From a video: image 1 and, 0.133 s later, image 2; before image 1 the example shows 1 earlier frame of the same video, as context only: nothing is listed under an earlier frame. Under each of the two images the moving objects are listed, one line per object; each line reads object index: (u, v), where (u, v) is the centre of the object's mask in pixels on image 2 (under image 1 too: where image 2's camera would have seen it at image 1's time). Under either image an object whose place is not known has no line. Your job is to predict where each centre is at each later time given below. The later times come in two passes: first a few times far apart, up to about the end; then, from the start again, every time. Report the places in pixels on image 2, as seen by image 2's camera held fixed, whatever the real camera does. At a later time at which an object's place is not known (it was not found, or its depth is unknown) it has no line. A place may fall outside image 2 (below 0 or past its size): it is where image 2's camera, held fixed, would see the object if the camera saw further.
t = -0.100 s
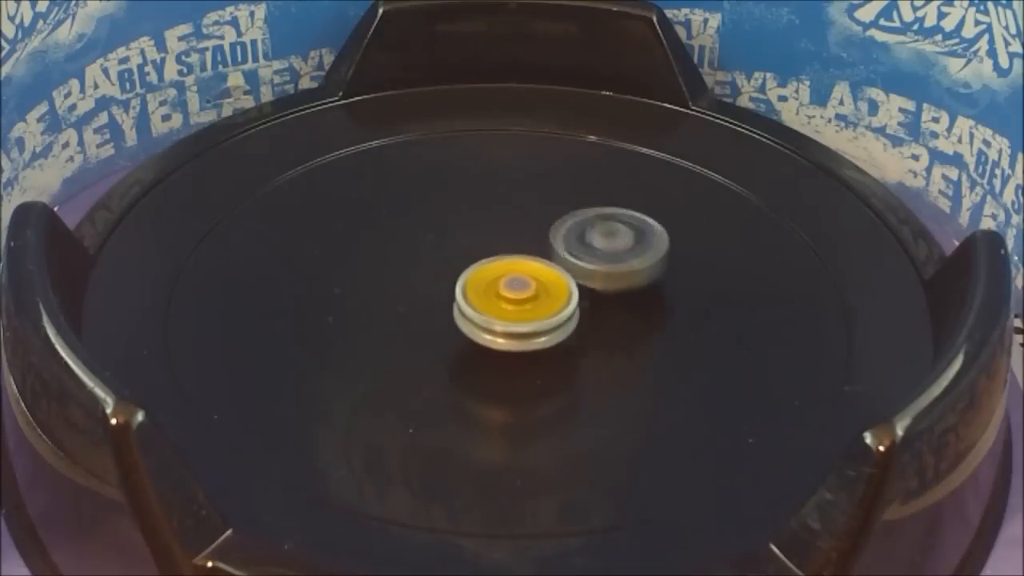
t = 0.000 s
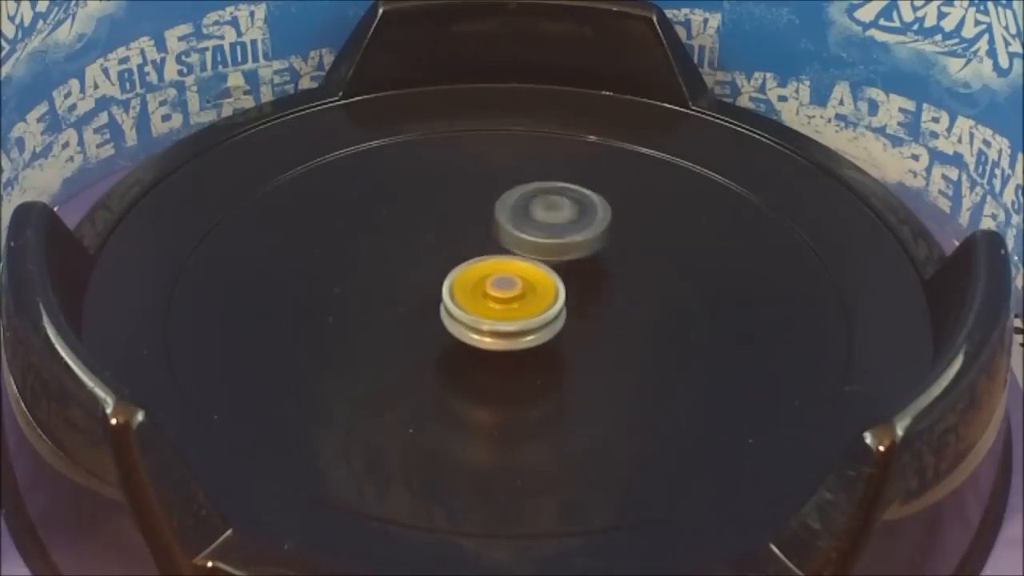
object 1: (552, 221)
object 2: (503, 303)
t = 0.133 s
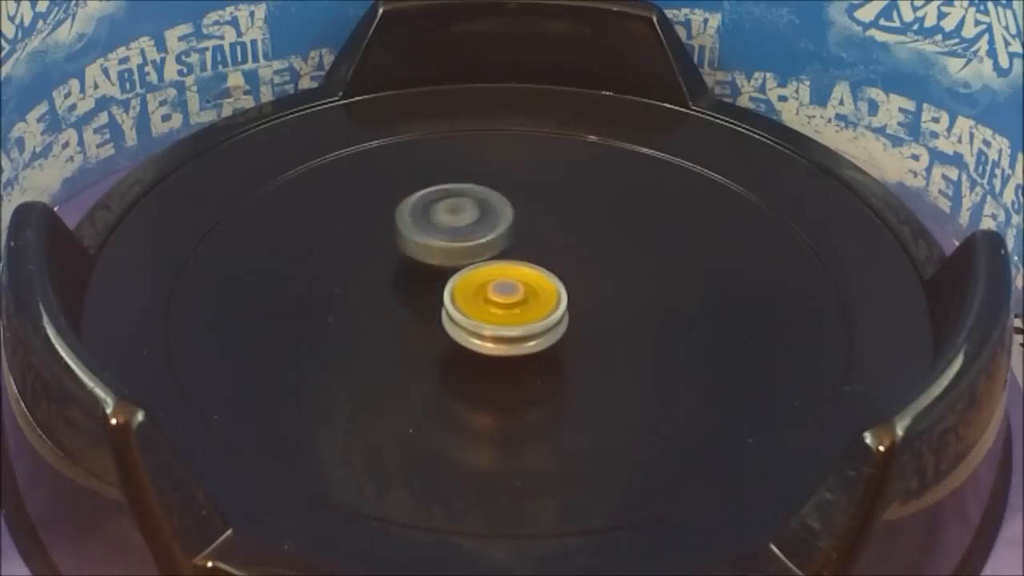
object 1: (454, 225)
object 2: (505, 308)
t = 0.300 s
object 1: (379, 283)
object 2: (508, 301)
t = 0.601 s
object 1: (532, 372)
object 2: (493, 297)
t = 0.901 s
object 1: (614, 265)
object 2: (498, 292)
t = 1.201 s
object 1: (470, 214)
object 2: (474, 324)
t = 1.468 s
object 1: (376, 297)
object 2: (549, 319)
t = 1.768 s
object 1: (538, 353)
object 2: (562, 268)
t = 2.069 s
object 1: (601, 262)
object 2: (465, 260)
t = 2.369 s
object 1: (515, 233)
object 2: (453, 329)
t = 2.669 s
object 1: (479, 246)
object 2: (602, 323)
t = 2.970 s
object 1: (465, 276)
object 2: (591, 255)
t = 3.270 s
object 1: (440, 345)
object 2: (510, 256)
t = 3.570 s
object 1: (607, 350)
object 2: (499, 302)
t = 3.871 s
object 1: (641, 260)
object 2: (458, 305)
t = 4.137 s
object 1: (512, 230)
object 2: (462, 341)
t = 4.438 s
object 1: (447, 284)
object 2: (546, 345)
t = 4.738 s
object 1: (403, 279)
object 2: (573, 289)
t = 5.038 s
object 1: (354, 324)
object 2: (501, 245)
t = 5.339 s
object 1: (431, 396)
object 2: (464, 204)
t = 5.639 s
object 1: (564, 316)
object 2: (481, 256)
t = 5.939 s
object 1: (661, 307)
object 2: (425, 227)
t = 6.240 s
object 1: (574, 261)
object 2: (438, 284)
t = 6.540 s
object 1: (608, 251)
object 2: (515, 326)
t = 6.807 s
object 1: (575, 242)
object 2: (575, 323)
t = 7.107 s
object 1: (538, 242)
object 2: (569, 329)
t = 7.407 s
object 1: (512, 266)
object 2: (560, 359)
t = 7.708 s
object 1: (488, 291)
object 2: (553, 361)
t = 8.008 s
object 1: (491, 276)
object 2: (522, 356)
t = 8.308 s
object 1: (481, 259)
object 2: (503, 368)
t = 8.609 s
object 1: (474, 256)
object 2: (478, 340)
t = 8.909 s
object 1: (504, 247)
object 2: (441, 321)
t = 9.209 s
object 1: (532, 249)
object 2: (421, 306)
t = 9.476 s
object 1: (556, 272)
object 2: (435, 298)
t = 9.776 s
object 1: (576, 286)
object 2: (431, 296)
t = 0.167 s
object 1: (431, 232)
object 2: (507, 308)
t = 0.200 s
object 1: (412, 243)
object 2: (508, 307)
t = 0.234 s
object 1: (396, 254)
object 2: (509, 305)
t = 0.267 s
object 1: (385, 268)
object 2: (509, 304)
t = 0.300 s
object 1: (379, 283)
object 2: (508, 301)
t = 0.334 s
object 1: (378, 299)
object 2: (505, 299)
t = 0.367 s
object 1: (383, 314)
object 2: (502, 298)
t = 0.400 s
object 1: (393, 329)
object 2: (501, 297)
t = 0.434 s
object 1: (406, 343)
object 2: (500, 296)
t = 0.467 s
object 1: (426, 355)
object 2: (499, 295)
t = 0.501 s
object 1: (449, 364)
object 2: (497, 294)
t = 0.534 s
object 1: (475, 371)
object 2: (495, 294)
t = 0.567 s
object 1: (504, 373)
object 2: (493, 295)
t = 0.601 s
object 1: (532, 372)
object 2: (493, 297)
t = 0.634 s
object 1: (558, 367)
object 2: (495, 299)
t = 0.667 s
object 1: (582, 360)
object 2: (498, 300)
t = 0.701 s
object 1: (602, 349)
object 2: (501, 300)
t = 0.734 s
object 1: (617, 337)
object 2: (503, 300)
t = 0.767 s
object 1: (627, 323)
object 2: (503, 299)
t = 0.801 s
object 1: (632, 308)
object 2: (503, 297)
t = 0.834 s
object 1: (631, 293)
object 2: (501, 295)
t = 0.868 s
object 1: (625, 279)
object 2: (500, 293)
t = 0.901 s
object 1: (614, 265)
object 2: (498, 292)
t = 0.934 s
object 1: (608, 251)
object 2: (486, 292)
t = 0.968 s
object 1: (605, 239)
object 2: (475, 295)
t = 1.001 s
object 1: (595, 228)
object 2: (469, 298)
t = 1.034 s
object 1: (580, 220)
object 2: (464, 303)
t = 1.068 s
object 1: (561, 213)
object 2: (461, 308)
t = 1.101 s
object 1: (539, 209)
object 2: (460, 313)
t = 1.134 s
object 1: (516, 208)
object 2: (463, 318)
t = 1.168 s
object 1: (492, 209)
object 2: (468, 322)
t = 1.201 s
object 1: (470, 214)
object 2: (474, 324)
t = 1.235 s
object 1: (449, 221)
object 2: (481, 326)
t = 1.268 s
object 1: (431, 230)
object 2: (488, 326)
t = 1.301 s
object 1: (417, 242)
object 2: (495, 325)
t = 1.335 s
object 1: (406, 256)
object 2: (501, 323)
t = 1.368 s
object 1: (400, 271)
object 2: (506, 321)
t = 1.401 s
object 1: (391, 282)
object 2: (522, 323)
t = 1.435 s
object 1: (380, 288)
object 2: (538, 323)
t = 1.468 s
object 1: (376, 297)
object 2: (549, 319)
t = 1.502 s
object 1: (377, 308)
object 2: (558, 314)
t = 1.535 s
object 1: (386, 320)
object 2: (565, 309)
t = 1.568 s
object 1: (399, 332)
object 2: (571, 303)
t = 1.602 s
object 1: (418, 342)
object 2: (573, 296)
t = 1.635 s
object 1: (440, 350)
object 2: (574, 290)
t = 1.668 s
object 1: (464, 355)
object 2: (573, 284)
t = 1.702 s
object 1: (489, 357)
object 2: (571, 278)
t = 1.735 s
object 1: (514, 357)
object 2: (567, 273)
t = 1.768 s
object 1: (538, 353)
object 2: (562, 268)
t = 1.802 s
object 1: (560, 346)
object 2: (555, 263)
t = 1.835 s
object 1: (578, 336)
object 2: (546, 259)
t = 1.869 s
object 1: (592, 324)
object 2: (535, 258)
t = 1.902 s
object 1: (606, 316)
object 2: (525, 255)
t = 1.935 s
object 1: (615, 307)
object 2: (513, 254)
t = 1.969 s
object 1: (619, 296)
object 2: (501, 253)
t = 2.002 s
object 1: (618, 284)
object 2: (488, 254)
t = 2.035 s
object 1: (612, 273)
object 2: (476, 256)
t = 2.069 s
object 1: (601, 262)
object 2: (465, 260)
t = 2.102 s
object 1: (587, 253)
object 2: (456, 265)
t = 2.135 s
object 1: (570, 246)
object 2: (449, 271)
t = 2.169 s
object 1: (553, 241)
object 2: (444, 277)
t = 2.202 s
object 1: (544, 235)
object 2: (432, 287)
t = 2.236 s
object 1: (541, 230)
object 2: (425, 297)
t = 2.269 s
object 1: (537, 226)
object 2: (427, 305)
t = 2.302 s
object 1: (533, 226)
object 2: (432, 314)
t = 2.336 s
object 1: (527, 229)
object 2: (441, 322)
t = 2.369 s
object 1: (515, 233)
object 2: (453, 329)
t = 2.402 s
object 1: (502, 238)
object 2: (468, 334)
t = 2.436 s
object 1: (491, 244)
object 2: (485, 338)
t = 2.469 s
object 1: (483, 251)
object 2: (503, 339)
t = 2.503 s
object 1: (478, 258)
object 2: (522, 337)
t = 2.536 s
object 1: (475, 259)
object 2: (544, 341)
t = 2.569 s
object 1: (471, 252)
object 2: (562, 342)
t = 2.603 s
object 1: (471, 247)
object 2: (577, 337)
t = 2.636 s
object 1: (474, 245)
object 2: (591, 330)
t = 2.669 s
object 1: (479, 246)
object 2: (602, 323)
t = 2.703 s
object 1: (486, 250)
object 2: (610, 314)
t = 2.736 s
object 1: (491, 255)
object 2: (614, 305)
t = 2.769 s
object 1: (495, 261)
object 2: (615, 296)
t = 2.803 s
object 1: (493, 267)
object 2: (616, 287)
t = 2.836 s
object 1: (480, 269)
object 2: (620, 281)
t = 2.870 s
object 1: (470, 270)
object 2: (617, 275)
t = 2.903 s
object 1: (465, 272)
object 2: (612, 267)
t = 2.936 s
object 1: (463, 274)
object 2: (602, 260)
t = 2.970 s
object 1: (465, 276)
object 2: (591, 255)
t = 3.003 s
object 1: (468, 279)
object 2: (580, 251)
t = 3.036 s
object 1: (445, 285)
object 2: (583, 244)
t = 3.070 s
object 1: (428, 291)
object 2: (579, 241)
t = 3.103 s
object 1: (418, 298)
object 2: (568, 239)
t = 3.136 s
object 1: (413, 307)
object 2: (555, 239)
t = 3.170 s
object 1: (414, 316)
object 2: (542, 241)
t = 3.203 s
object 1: (418, 326)
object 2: (530, 244)
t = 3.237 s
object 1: (427, 336)
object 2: (519, 250)
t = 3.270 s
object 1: (440, 345)
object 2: (510, 256)
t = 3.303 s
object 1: (456, 351)
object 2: (501, 264)
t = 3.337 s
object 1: (475, 355)
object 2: (496, 270)
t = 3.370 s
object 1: (496, 357)
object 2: (490, 276)
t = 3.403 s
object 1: (517, 362)
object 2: (488, 282)
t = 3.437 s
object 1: (536, 367)
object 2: (489, 285)
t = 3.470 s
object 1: (556, 369)
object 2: (491, 290)
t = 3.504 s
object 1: (576, 366)
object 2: (493, 294)
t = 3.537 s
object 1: (593, 360)
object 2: (496, 298)
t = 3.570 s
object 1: (607, 350)
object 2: (499, 302)
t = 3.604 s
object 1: (617, 339)
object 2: (503, 304)
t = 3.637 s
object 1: (632, 329)
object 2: (501, 302)
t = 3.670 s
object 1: (657, 323)
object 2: (492, 298)
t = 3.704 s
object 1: (671, 314)
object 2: (485, 298)
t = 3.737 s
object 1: (678, 303)
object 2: (478, 299)
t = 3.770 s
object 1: (676, 291)
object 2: (472, 300)
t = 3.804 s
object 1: (669, 280)
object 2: (466, 301)
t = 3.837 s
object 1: (657, 269)
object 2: (462, 303)
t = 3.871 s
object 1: (641, 260)
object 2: (458, 305)
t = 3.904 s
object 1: (623, 253)
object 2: (456, 308)
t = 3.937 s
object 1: (603, 248)
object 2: (455, 311)
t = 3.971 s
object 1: (581, 245)
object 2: (457, 313)
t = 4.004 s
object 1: (559, 245)
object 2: (461, 316)
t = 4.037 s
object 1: (538, 245)
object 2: (467, 317)
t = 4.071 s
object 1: (520, 245)
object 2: (468, 322)
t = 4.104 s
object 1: (516, 236)
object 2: (460, 333)
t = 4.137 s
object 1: (512, 230)
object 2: (462, 341)
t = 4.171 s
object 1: (505, 227)
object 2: (468, 347)
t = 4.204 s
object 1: (493, 227)
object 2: (476, 353)
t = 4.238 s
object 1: (479, 230)
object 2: (485, 357)
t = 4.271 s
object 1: (464, 236)
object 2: (496, 360)
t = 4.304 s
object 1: (453, 244)
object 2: (508, 360)
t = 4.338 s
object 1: (445, 254)
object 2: (520, 359)
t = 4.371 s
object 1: (442, 265)
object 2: (531, 356)
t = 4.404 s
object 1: (443, 275)
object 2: (540, 351)
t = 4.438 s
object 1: (447, 284)
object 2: (546, 345)
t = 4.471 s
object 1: (446, 282)
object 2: (564, 343)
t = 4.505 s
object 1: (431, 270)
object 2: (589, 346)
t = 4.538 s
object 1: (420, 261)
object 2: (602, 342)
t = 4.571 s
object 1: (412, 255)
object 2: (605, 335)
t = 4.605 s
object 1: (406, 254)
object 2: (605, 325)
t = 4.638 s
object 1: (404, 258)
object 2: (601, 316)
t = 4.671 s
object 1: (401, 264)
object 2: (595, 306)
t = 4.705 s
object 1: (399, 271)
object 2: (586, 297)
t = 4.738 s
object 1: (403, 279)
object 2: (573, 289)
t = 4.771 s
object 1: (409, 286)
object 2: (558, 282)
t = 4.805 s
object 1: (416, 291)
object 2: (543, 276)
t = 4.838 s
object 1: (410, 297)
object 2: (535, 270)
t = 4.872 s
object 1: (394, 302)
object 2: (530, 265)
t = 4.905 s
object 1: (386, 306)
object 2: (518, 264)
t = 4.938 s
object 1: (384, 308)
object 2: (502, 262)
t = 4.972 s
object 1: (387, 307)
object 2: (489, 261)
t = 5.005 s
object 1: (384, 312)
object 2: (483, 258)
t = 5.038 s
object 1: (354, 324)
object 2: (501, 245)
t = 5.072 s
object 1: (334, 335)
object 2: (508, 235)
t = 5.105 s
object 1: (324, 344)
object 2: (506, 226)
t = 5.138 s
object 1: (325, 354)
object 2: (502, 218)
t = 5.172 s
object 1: (333, 363)
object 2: (496, 212)
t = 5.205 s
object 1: (346, 372)
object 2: (489, 207)
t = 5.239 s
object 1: (363, 381)
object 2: (482, 204)
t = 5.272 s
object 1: (383, 388)
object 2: (476, 202)
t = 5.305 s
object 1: (405, 393)
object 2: (470, 202)
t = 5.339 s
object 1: (431, 396)
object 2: (464, 204)
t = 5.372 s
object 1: (455, 395)
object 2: (459, 206)
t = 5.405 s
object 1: (480, 391)
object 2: (455, 211)
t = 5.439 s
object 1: (501, 385)
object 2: (453, 216)
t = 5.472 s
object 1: (520, 375)
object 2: (453, 223)
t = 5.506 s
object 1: (535, 365)
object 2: (456, 231)
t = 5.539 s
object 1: (546, 352)
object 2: (461, 238)
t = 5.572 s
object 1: (554, 339)
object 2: (468, 246)
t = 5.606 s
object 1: (558, 325)
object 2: (476, 254)
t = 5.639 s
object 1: (564, 316)
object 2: (481, 256)
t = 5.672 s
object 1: (576, 314)
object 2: (486, 253)
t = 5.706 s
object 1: (584, 310)
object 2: (490, 253)
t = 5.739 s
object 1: (586, 304)
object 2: (493, 254)
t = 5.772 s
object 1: (607, 308)
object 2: (483, 241)
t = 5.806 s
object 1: (629, 314)
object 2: (470, 231)
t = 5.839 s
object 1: (645, 316)
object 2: (458, 227)
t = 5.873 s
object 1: (655, 316)
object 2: (446, 225)
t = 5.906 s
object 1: (659, 313)
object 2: (436, 226)
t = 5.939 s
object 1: (661, 307)
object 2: (425, 227)
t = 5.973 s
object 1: (660, 299)
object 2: (417, 230)
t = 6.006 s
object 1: (657, 288)
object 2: (411, 235)
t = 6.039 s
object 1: (652, 279)
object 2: (407, 241)
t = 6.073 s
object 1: (644, 270)
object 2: (405, 247)
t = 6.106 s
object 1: (633, 264)
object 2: (406, 255)
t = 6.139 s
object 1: (619, 259)
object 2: (410, 262)
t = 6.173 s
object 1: (604, 258)
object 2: (417, 270)
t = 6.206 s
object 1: (588, 258)
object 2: (426, 277)
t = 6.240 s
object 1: (574, 261)
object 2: (438, 284)
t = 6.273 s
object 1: (566, 264)
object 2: (448, 290)
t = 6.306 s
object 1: (581, 263)
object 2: (444, 298)
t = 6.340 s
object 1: (590, 262)
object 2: (449, 305)
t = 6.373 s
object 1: (593, 264)
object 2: (462, 309)
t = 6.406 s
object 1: (591, 266)
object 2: (478, 312)
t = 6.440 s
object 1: (591, 266)
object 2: (492, 315)
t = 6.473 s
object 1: (596, 262)
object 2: (503, 318)
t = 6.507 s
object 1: (598, 260)
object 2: (515, 320)
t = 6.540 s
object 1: (608, 251)
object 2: (515, 326)
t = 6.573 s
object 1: (618, 242)
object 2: (523, 330)
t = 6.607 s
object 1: (622, 237)
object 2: (532, 331)
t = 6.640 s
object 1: (621, 236)
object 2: (542, 332)
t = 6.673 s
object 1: (615, 237)
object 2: (551, 332)
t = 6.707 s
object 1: (606, 239)
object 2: (558, 330)
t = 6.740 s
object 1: (596, 240)
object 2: (565, 329)
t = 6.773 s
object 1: (586, 241)
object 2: (571, 326)
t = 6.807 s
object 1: (575, 242)
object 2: (575, 323)
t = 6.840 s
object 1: (566, 241)
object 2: (575, 323)
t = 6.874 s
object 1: (560, 239)
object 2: (577, 322)
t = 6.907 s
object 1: (555, 239)
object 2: (578, 321)
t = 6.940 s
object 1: (552, 239)
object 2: (577, 320)
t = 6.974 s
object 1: (549, 241)
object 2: (576, 319)
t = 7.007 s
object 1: (546, 242)
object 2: (574, 320)
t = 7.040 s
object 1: (543, 243)
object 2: (573, 321)
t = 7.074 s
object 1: (541, 242)
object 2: (570, 325)
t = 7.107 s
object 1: (538, 242)
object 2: (569, 329)
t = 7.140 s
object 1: (536, 244)
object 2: (568, 332)
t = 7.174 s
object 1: (535, 247)
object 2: (567, 334)
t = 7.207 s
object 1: (533, 252)
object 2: (566, 337)
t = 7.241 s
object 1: (531, 256)
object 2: (564, 339)
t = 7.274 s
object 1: (527, 262)
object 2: (562, 340)
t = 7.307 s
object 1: (524, 266)
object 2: (560, 343)
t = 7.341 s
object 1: (520, 267)
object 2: (559, 350)
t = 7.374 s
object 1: (516, 266)
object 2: (559, 354)
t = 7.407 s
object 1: (512, 266)
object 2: (560, 359)
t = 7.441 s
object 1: (510, 267)
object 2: (561, 362)
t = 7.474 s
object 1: (508, 270)
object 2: (561, 364)
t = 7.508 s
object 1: (507, 274)
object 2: (562, 366)
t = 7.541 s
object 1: (504, 278)
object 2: (563, 366)
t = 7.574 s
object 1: (501, 282)
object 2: (563, 367)
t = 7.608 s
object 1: (498, 286)
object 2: (562, 366)
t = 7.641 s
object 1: (494, 289)
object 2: (560, 365)
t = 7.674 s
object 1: (490, 291)
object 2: (557, 363)
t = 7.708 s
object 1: (488, 291)
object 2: (553, 361)
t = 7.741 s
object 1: (486, 289)
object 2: (550, 363)
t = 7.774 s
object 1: (484, 285)
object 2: (549, 363)
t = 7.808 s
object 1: (485, 282)
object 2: (547, 362)
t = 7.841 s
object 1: (487, 280)
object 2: (544, 361)
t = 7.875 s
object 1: (489, 279)
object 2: (540, 359)
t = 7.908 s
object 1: (491, 279)
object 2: (536, 357)
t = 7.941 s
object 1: (493, 279)
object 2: (531, 355)
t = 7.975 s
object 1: (493, 277)
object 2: (526, 356)
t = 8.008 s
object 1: (491, 276)
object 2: (522, 356)
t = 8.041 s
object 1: (490, 275)
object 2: (517, 355)
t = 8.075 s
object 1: (489, 275)
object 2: (513, 354)
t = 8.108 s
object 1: (488, 272)
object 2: (508, 360)
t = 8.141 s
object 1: (488, 265)
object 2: (505, 363)
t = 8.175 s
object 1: (487, 260)
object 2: (504, 366)
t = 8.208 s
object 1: (486, 258)
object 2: (504, 367)
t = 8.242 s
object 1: (485, 257)
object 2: (503, 368)
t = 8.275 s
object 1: (483, 258)
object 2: (503, 369)
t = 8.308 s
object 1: (481, 259)
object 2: (503, 368)
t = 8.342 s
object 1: (479, 261)
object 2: (502, 367)
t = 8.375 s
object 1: (477, 263)
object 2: (501, 364)
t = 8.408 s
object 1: (475, 265)
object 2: (500, 361)
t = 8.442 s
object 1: (473, 266)
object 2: (497, 357)
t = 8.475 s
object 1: (471, 266)
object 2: (494, 353)
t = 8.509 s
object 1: (470, 265)
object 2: (491, 349)
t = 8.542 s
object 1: (470, 263)
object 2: (487, 345)
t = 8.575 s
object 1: (471, 260)
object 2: (482, 343)
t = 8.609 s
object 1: (474, 256)
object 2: (478, 340)
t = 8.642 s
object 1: (477, 253)
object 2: (474, 337)
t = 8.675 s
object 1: (481, 252)
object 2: (470, 334)
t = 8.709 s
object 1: (485, 251)
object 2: (467, 331)
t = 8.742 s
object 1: (488, 250)
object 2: (462, 329)
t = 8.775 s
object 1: (493, 248)
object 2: (457, 327)
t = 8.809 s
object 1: (497, 247)
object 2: (452, 326)
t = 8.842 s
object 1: (500, 246)
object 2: (447, 324)
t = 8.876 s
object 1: (503, 247)
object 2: (444, 323)
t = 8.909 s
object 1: (504, 247)
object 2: (441, 321)
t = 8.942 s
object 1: (506, 247)
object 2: (438, 319)
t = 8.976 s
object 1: (507, 248)
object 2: (436, 317)
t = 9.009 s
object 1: (507, 248)
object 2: (435, 315)
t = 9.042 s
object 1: (508, 248)
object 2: (434, 313)
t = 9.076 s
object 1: (510, 248)
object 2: (433, 310)
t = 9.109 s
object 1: (513, 249)
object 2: (432, 308)
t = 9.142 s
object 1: (519, 248)
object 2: (426, 307)
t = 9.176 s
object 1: (526, 248)
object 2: (423, 307)
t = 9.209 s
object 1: (532, 249)
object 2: (421, 306)
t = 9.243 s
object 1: (538, 250)
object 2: (420, 306)
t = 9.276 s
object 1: (542, 253)
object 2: (420, 306)
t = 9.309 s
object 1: (546, 256)
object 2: (422, 305)
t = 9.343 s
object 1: (548, 259)
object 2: (425, 305)
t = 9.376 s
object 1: (550, 263)
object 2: (428, 303)
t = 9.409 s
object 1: (551, 266)
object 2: (432, 302)
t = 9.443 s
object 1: (552, 270)
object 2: (436, 300)
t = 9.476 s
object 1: (556, 272)
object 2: (435, 298)
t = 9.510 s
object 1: (567, 273)
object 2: (429, 297)
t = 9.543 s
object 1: (575, 275)
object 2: (426, 296)
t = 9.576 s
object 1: (580, 277)
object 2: (423, 296)
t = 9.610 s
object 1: (582, 278)
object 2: (421, 296)
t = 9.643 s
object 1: (583, 280)
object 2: (420, 296)
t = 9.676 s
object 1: (583, 281)
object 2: (421, 297)
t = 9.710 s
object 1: (581, 283)
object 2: (424, 297)
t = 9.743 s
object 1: (579, 284)
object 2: (427, 296)
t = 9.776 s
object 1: (576, 286)
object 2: (431, 296)
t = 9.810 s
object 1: (572, 287)
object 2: (436, 295)
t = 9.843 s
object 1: (570, 288)
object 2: (441, 294)
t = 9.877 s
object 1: (573, 290)
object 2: (440, 292)
